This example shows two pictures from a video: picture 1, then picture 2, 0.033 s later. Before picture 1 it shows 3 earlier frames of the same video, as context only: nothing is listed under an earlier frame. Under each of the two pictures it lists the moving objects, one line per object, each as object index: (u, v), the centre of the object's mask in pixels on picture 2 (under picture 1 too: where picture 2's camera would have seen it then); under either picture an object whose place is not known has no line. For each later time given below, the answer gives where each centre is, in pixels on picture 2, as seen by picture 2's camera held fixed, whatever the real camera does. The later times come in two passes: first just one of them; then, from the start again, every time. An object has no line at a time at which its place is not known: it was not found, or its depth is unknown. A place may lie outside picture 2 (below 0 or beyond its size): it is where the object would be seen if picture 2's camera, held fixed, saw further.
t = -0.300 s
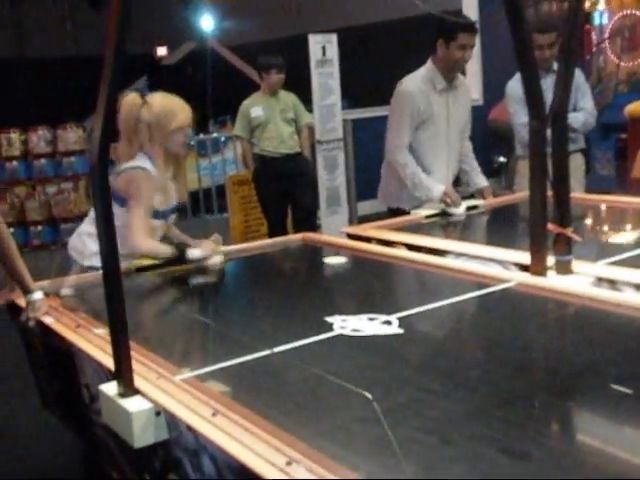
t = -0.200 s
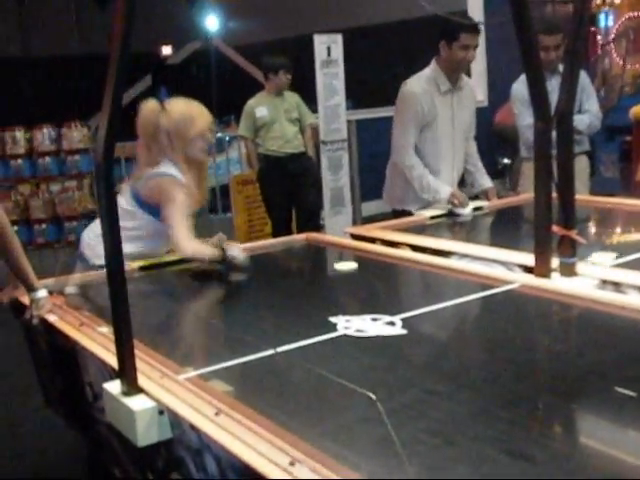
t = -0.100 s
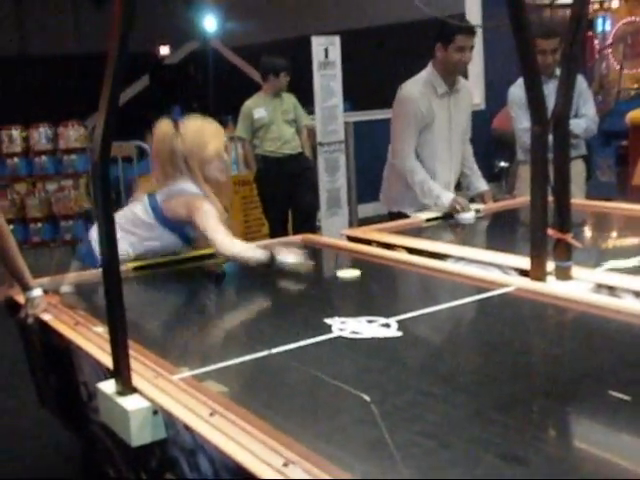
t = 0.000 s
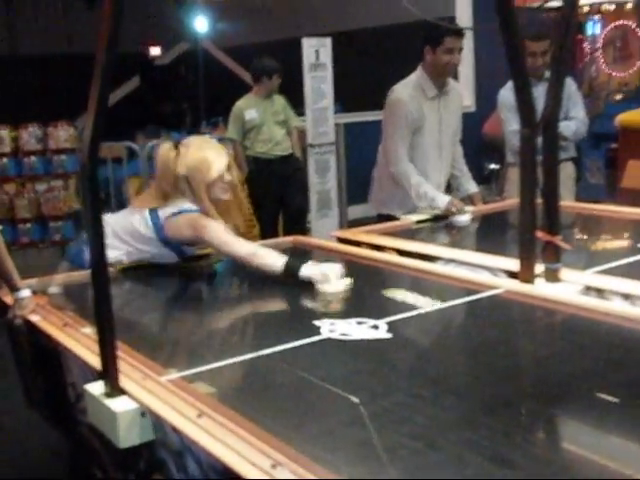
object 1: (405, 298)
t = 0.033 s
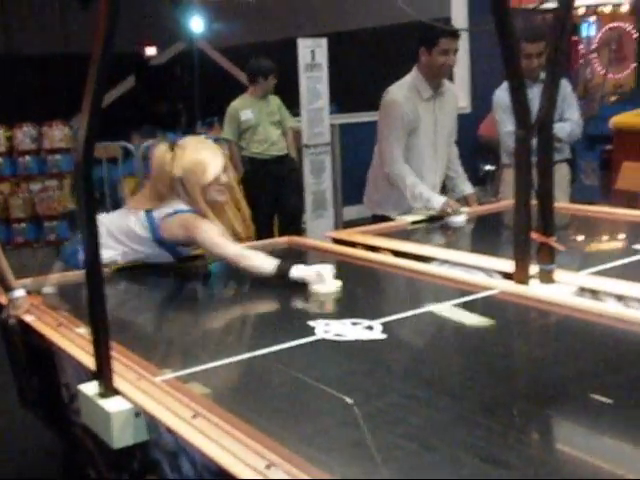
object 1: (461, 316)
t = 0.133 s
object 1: (634, 369)
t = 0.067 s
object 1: (517, 333)
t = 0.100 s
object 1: (587, 354)
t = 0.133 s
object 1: (634, 369)
